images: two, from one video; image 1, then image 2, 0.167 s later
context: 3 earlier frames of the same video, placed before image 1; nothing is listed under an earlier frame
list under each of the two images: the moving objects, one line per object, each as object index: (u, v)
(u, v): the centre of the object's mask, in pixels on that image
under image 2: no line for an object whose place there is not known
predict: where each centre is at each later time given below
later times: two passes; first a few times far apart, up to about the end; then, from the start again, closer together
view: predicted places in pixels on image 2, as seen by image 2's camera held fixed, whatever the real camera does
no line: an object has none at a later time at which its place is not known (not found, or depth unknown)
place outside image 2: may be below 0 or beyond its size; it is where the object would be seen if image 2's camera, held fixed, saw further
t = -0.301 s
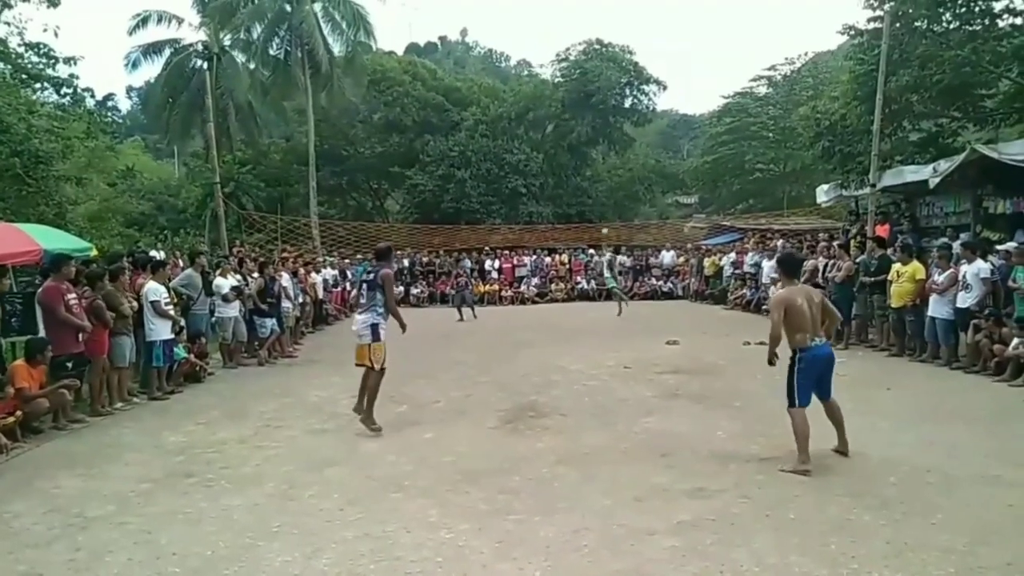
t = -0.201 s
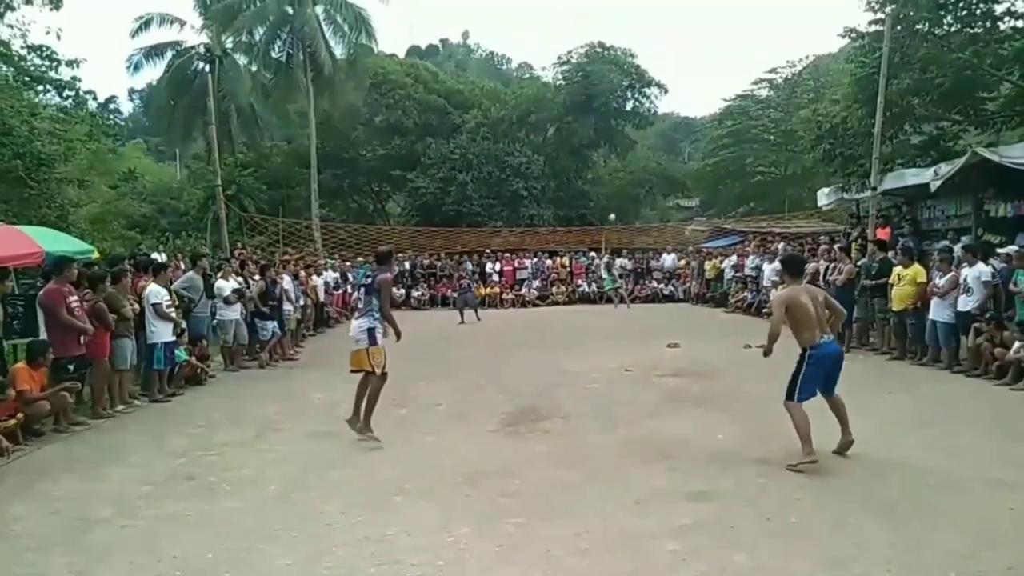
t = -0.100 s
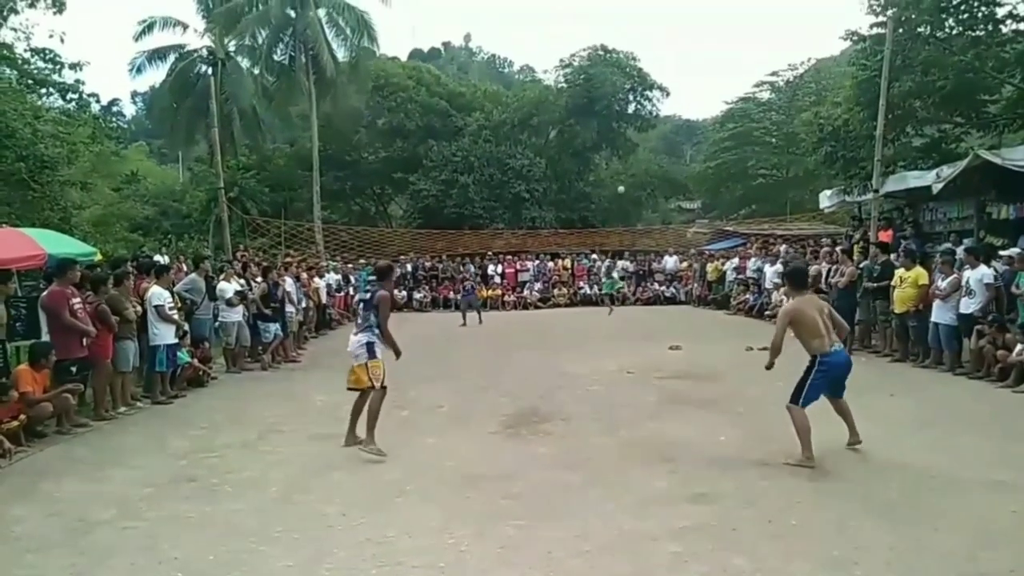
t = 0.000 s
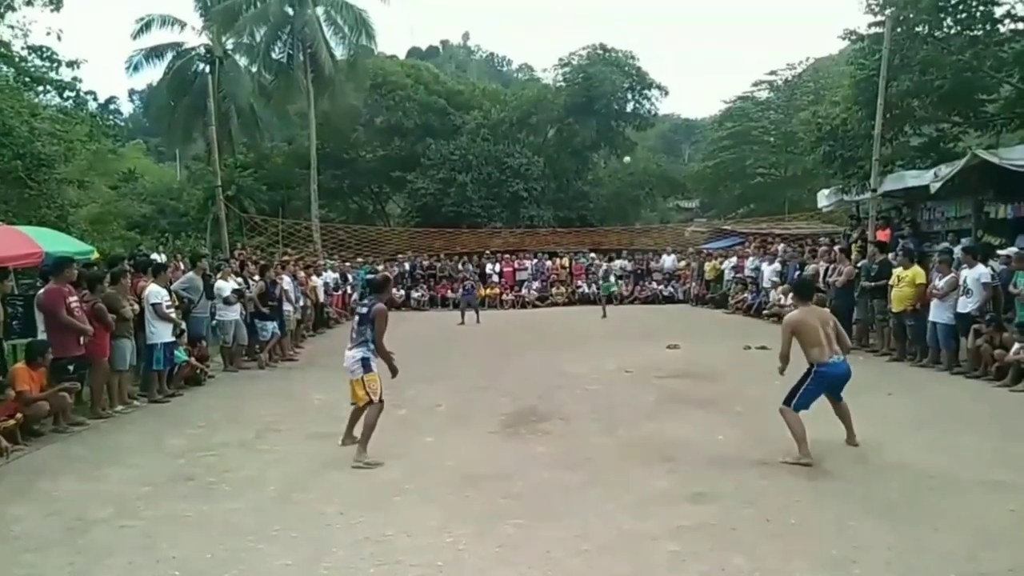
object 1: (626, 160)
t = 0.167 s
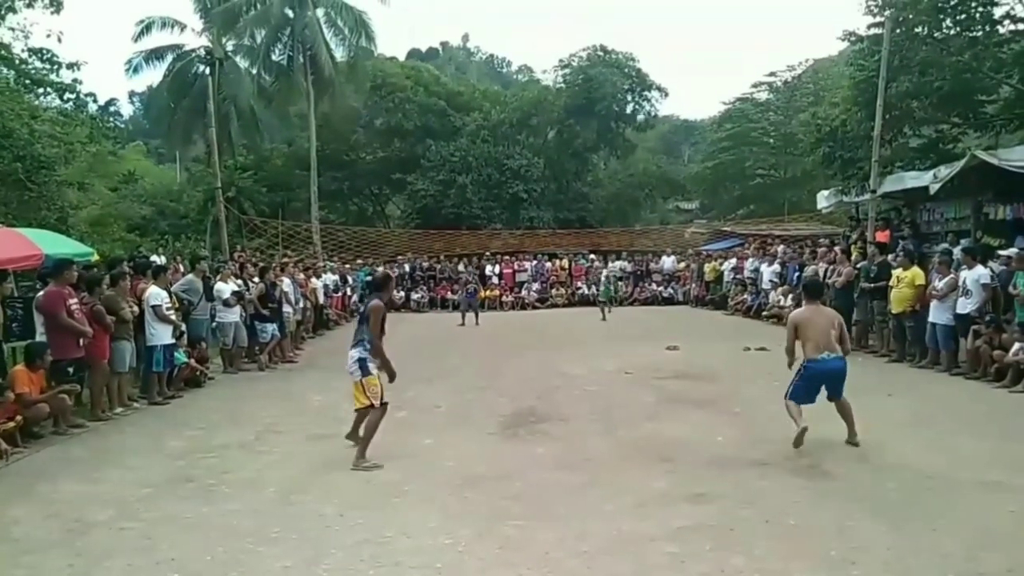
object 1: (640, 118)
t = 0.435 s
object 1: (668, 67)
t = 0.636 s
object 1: (698, 49)
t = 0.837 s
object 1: (739, 64)
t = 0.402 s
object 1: (664, 72)
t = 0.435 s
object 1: (668, 67)
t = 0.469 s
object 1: (672, 63)
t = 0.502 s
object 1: (677, 59)
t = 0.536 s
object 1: (681, 55)
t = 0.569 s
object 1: (687, 52)
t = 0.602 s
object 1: (692, 51)
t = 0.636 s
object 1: (698, 49)
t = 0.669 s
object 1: (703, 49)
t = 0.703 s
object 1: (709, 49)
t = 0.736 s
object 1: (716, 51)
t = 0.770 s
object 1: (724, 54)
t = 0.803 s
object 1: (731, 58)
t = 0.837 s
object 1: (739, 64)
